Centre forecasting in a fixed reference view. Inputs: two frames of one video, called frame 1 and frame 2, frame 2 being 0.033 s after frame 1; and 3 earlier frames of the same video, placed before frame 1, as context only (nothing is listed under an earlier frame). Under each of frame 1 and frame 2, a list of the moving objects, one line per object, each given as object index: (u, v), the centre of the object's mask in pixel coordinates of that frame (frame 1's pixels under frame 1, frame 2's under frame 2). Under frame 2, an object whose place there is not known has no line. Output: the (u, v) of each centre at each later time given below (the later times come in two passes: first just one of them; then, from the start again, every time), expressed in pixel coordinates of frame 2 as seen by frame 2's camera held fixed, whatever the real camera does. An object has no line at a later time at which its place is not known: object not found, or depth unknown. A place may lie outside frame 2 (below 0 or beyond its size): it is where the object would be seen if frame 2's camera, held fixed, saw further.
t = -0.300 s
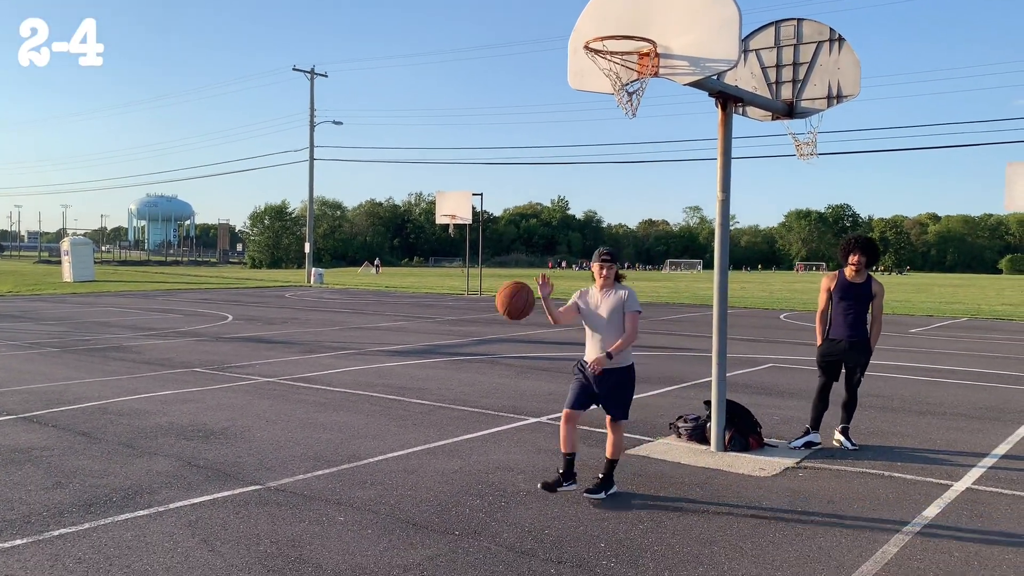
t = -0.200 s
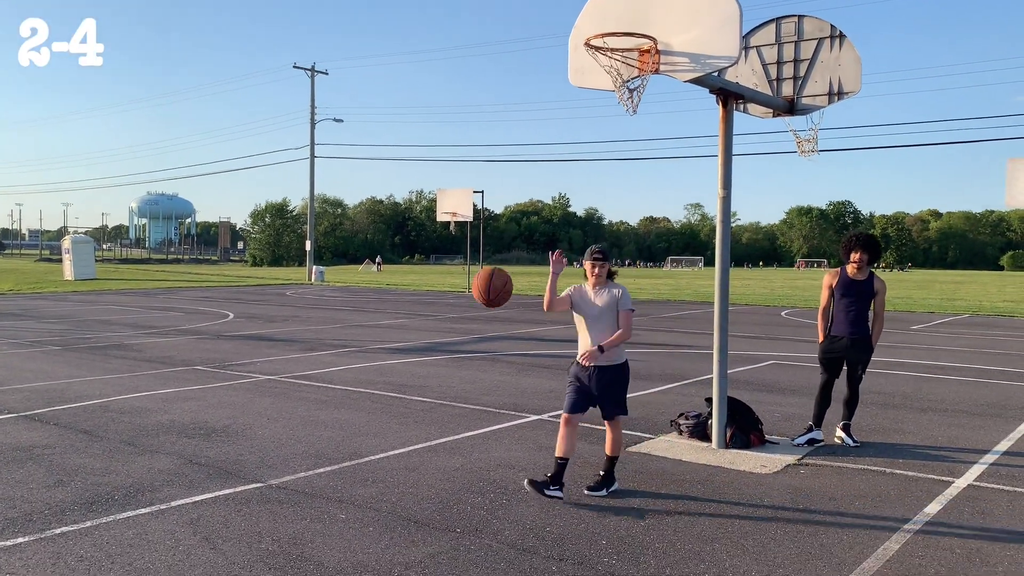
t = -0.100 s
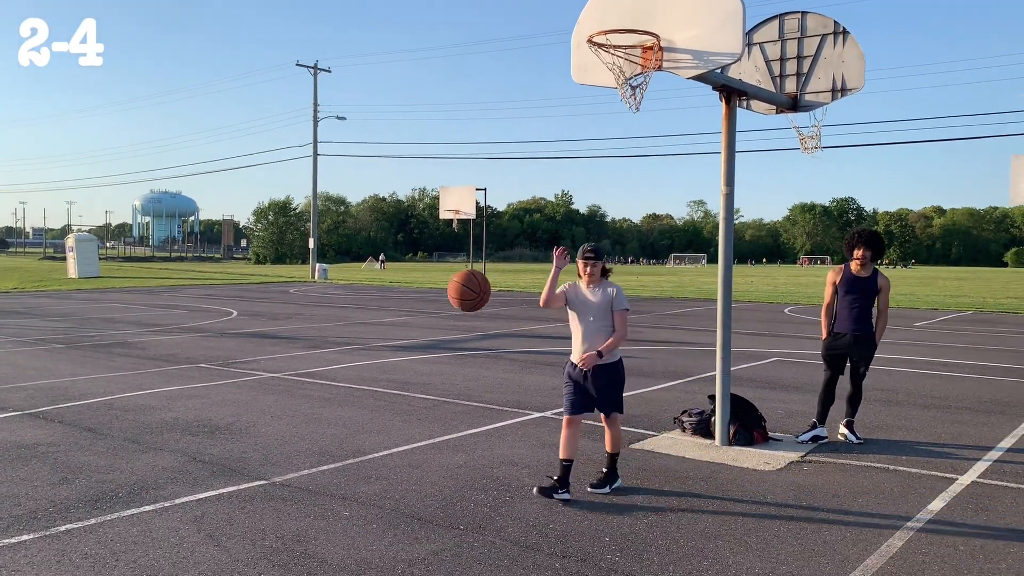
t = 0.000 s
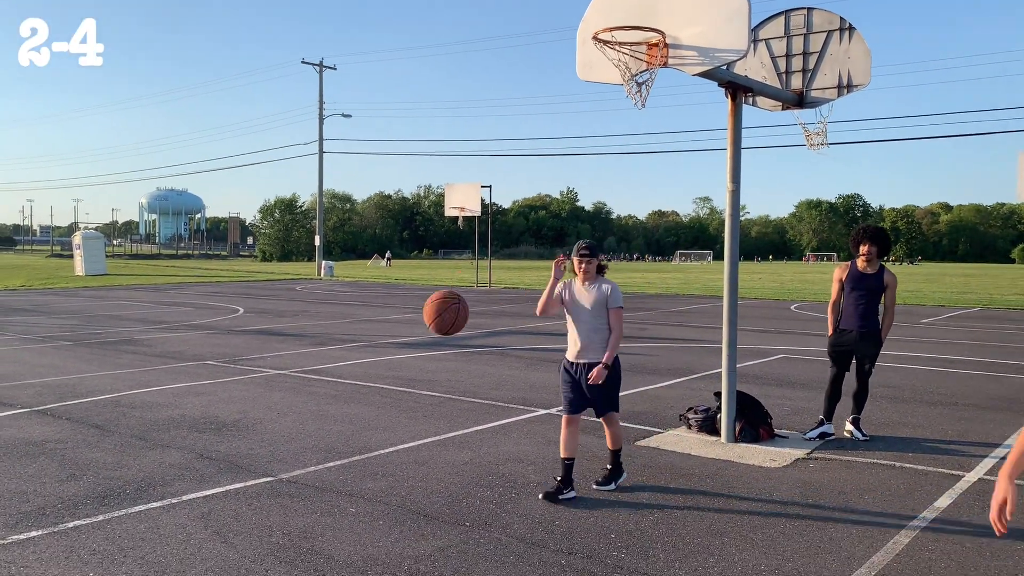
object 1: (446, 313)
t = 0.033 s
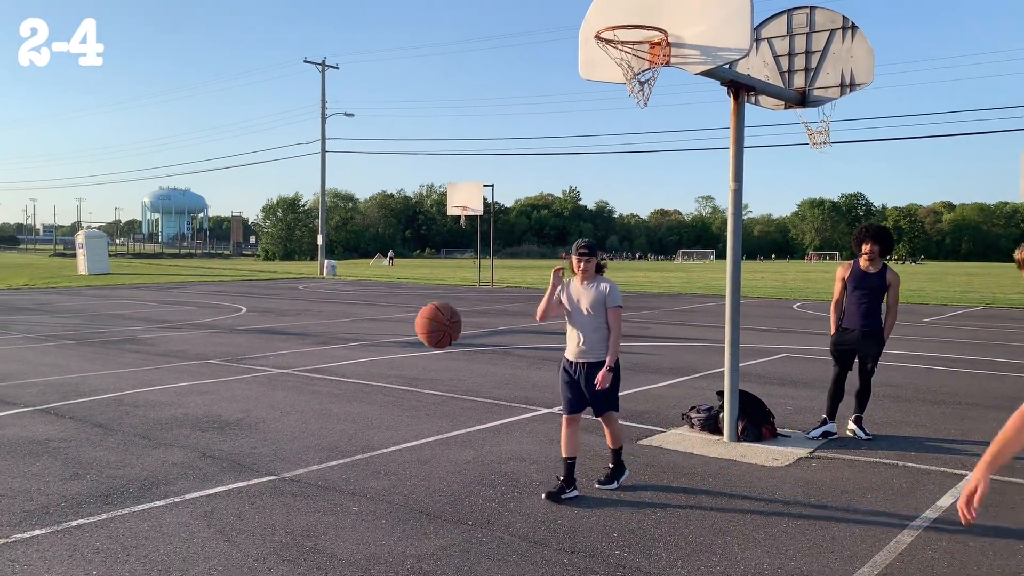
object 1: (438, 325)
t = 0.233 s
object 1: (370, 463)
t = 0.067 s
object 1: (428, 341)
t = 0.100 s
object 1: (417, 359)
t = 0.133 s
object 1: (406, 380)
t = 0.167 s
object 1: (395, 405)
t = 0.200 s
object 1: (383, 432)
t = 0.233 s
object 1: (370, 463)
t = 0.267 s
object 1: (357, 498)
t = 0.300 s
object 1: (344, 536)
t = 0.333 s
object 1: (328, 572)
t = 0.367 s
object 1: (322, 569)
